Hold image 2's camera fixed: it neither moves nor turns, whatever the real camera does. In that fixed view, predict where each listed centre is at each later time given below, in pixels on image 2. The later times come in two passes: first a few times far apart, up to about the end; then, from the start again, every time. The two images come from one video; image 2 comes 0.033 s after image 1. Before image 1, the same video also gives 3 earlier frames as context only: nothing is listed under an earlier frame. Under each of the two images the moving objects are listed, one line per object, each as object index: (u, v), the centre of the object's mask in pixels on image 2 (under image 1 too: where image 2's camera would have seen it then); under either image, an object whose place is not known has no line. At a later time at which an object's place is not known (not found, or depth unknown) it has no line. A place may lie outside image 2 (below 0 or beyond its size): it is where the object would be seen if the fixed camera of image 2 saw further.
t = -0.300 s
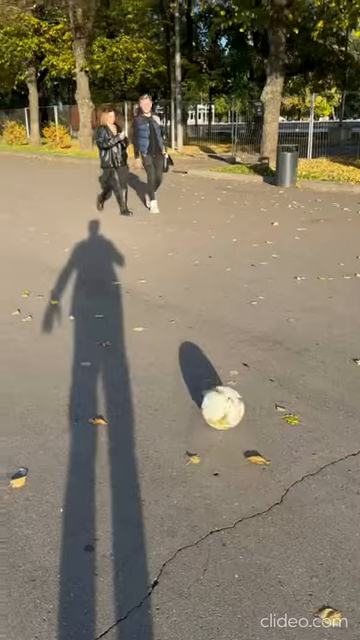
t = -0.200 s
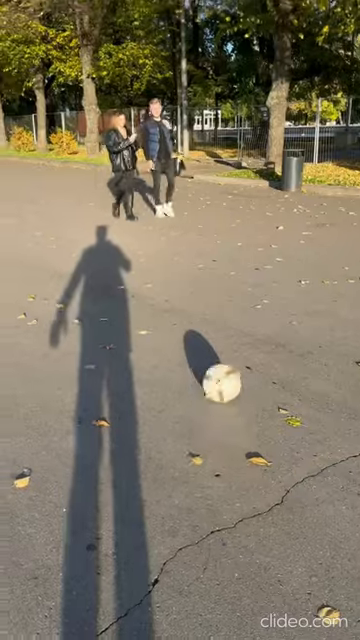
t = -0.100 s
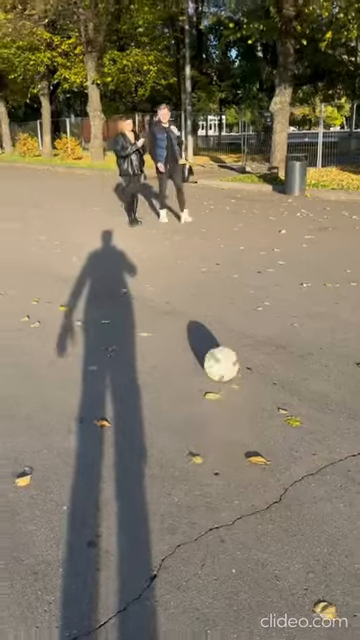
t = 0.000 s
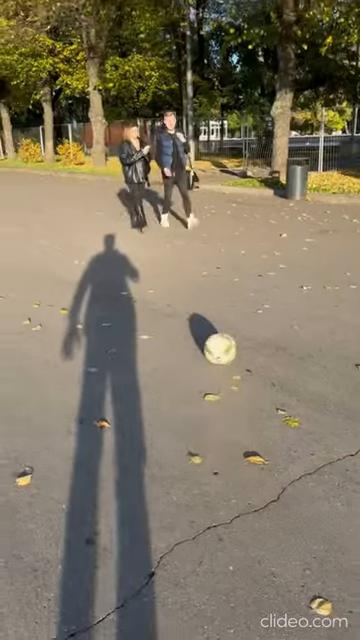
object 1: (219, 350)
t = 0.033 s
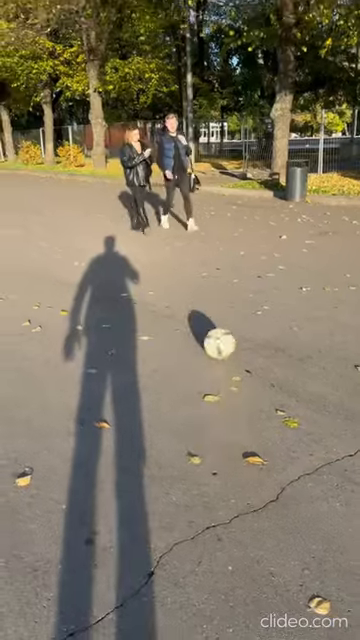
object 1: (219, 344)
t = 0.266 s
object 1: (220, 316)
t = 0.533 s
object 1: (223, 293)
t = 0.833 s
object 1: (226, 273)
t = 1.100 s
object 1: (231, 260)
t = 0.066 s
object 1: (219, 340)
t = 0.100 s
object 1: (219, 337)
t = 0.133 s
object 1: (219, 331)
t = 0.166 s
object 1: (220, 327)
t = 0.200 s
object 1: (220, 323)
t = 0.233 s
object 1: (220, 321)
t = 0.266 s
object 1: (220, 316)
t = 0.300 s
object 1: (221, 313)
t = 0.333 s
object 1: (221, 310)
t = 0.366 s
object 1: (221, 306)
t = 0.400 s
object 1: (221, 304)
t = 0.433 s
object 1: (222, 301)
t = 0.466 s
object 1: (222, 298)
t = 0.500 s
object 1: (223, 295)
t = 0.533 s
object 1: (223, 293)
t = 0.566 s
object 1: (224, 290)
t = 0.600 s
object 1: (224, 289)
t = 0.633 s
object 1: (224, 286)
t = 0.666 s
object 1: (225, 284)
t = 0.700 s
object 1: (225, 281)
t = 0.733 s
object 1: (225, 280)
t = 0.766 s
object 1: (226, 276)
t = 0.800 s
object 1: (226, 275)
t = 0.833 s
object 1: (226, 273)
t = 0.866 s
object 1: (227, 271)
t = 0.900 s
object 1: (227, 270)
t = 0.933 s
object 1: (228, 268)
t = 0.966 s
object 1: (228, 266)
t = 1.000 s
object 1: (229, 265)
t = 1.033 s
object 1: (229, 263)
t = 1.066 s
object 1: (230, 262)
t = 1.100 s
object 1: (231, 260)
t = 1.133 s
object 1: (231, 259)
